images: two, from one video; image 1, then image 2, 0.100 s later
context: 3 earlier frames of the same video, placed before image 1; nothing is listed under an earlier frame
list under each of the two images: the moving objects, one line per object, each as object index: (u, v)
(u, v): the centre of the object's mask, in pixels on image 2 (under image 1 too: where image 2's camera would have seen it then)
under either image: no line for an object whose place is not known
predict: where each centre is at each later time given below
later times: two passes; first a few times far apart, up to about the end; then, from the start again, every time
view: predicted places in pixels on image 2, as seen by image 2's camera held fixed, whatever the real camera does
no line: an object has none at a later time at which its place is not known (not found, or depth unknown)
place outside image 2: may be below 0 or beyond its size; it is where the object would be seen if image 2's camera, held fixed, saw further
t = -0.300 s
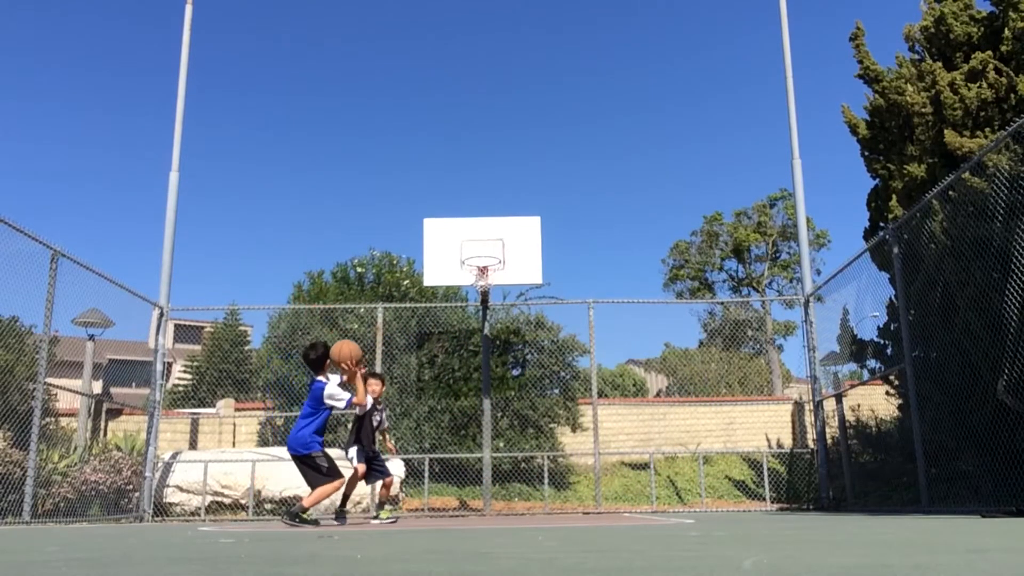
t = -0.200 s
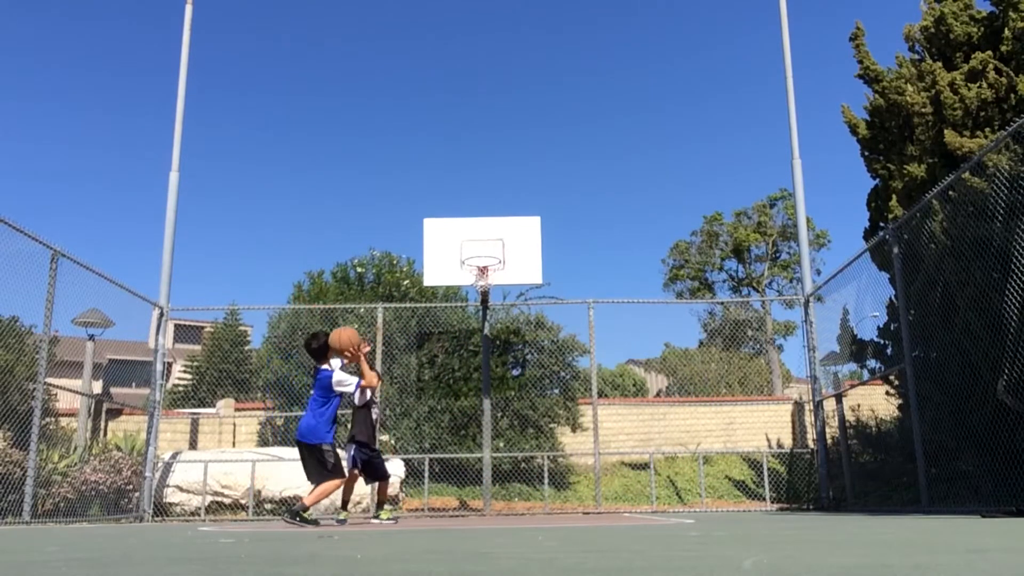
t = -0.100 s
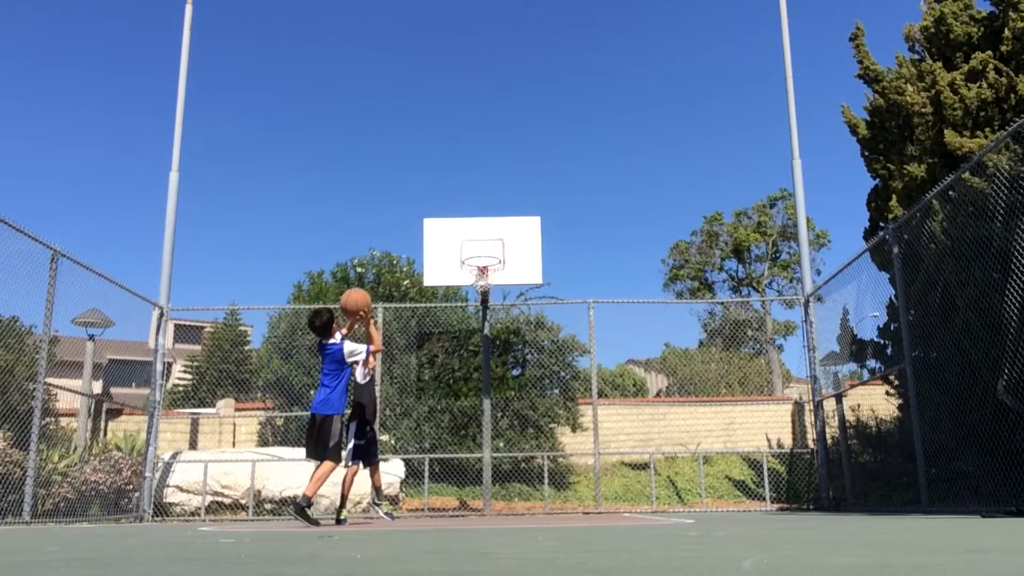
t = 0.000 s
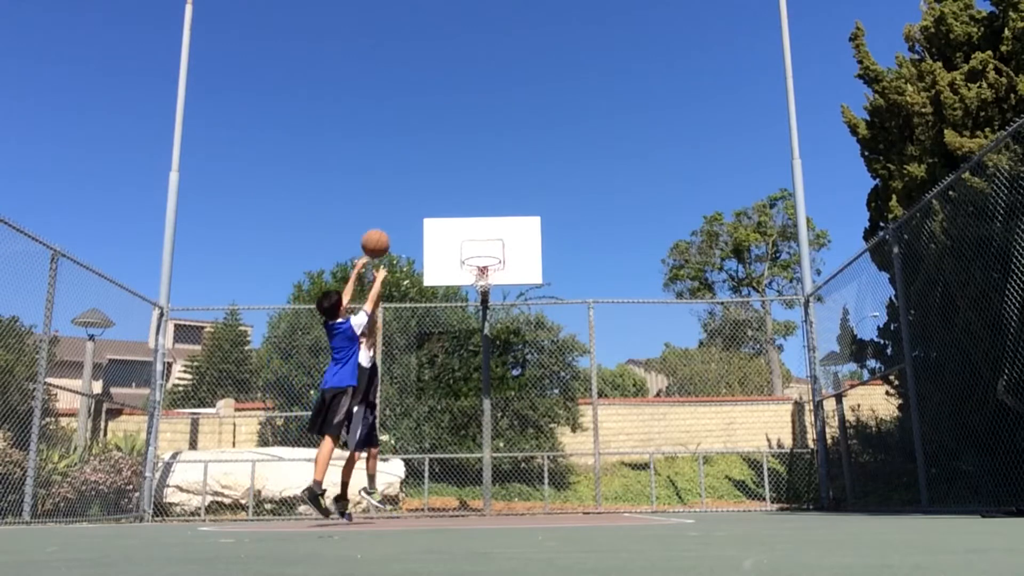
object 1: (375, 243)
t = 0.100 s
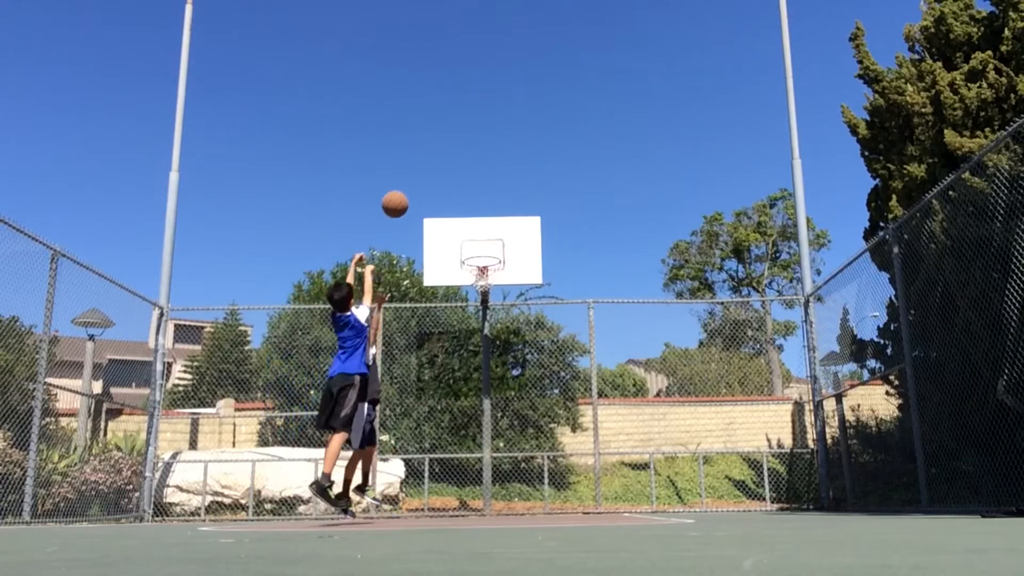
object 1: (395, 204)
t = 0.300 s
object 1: (425, 169)
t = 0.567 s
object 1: (454, 185)
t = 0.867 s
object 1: (478, 259)
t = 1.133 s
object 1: (511, 326)
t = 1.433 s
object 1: (549, 465)
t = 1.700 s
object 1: (567, 411)
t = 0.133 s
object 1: (401, 194)
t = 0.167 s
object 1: (406, 187)
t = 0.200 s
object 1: (411, 180)
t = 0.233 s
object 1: (416, 175)
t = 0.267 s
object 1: (421, 172)
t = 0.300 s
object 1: (425, 169)
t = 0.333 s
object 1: (429, 168)
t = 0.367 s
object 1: (433, 168)
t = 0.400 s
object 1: (437, 169)
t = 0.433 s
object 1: (441, 170)
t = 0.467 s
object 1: (445, 173)
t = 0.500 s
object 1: (448, 176)
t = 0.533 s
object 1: (451, 180)
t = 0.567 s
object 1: (454, 185)
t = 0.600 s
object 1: (457, 191)
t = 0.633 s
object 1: (460, 197)
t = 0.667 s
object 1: (463, 204)
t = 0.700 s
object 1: (466, 212)
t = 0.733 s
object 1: (469, 220)
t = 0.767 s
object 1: (471, 229)
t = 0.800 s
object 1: (473, 239)
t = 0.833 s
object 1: (476, 248)
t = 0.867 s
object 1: (478, 259)
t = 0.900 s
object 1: (481, 269)
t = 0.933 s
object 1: (487, 275)
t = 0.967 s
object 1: (491, 285)
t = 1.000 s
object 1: (494, 291)
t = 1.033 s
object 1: (498, 298)
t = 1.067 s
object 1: (503, 307)
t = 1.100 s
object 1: (506, 316)
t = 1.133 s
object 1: (511, 326)
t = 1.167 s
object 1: (515, 337)
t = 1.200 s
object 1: (519, 350)
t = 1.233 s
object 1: (523, 363)
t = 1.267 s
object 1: (528, 378)
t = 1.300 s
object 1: (532, 393)
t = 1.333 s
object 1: (536, 410)
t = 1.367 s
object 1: (541, 427)
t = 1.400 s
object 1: (545, 446)
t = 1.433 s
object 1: (549, 465)
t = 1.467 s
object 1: (554, 487)
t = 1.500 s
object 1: (559, 508)
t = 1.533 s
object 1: (560, 492)
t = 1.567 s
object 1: (562, 473)
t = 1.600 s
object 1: (563, 457)
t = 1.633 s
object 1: (564, 441)
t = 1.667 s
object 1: (566, 425)
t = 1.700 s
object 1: (567, 411)
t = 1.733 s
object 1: (569, 397)
